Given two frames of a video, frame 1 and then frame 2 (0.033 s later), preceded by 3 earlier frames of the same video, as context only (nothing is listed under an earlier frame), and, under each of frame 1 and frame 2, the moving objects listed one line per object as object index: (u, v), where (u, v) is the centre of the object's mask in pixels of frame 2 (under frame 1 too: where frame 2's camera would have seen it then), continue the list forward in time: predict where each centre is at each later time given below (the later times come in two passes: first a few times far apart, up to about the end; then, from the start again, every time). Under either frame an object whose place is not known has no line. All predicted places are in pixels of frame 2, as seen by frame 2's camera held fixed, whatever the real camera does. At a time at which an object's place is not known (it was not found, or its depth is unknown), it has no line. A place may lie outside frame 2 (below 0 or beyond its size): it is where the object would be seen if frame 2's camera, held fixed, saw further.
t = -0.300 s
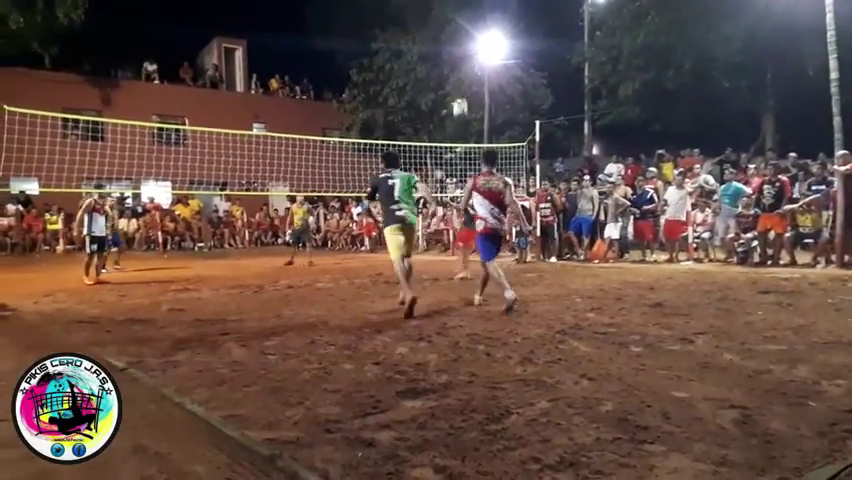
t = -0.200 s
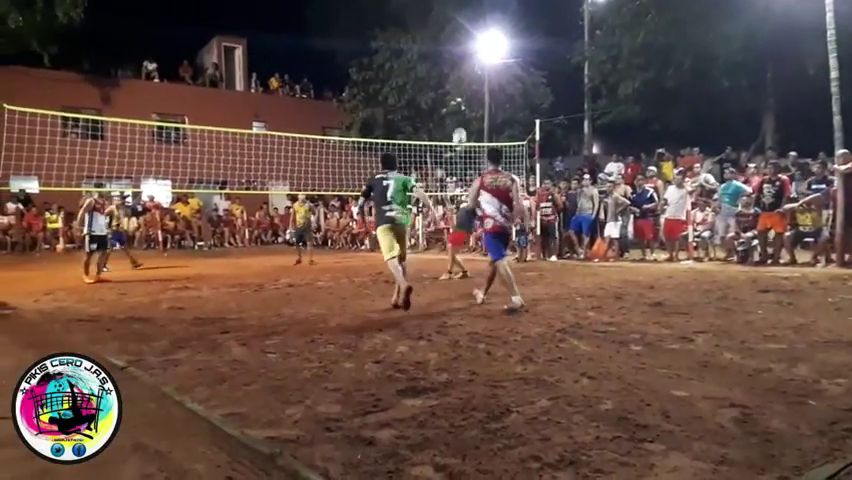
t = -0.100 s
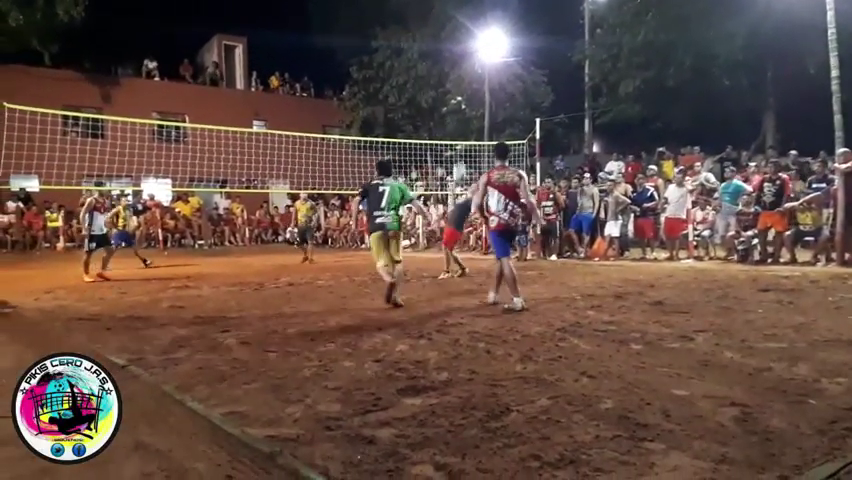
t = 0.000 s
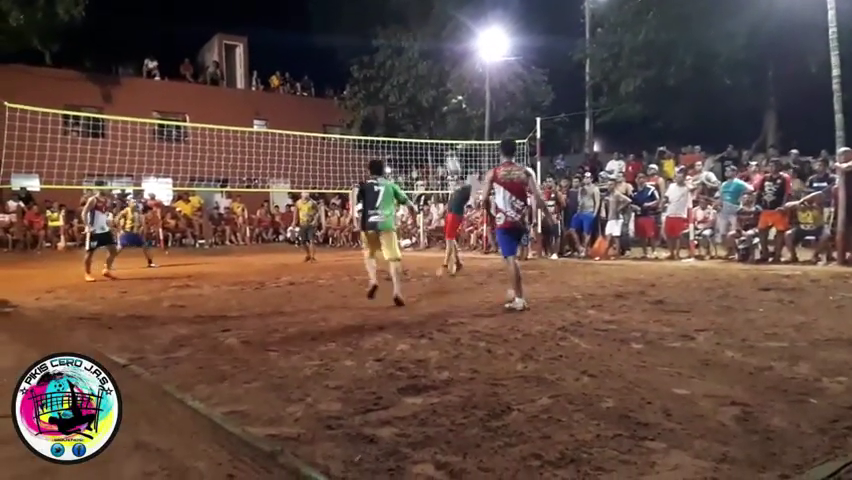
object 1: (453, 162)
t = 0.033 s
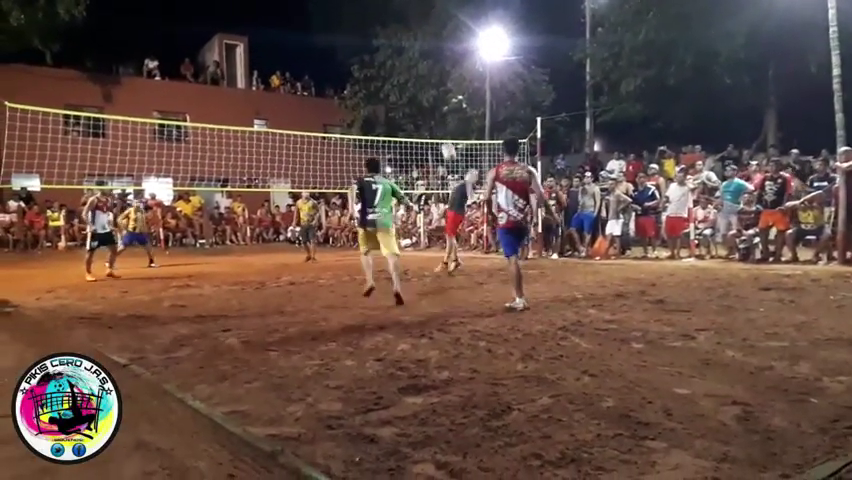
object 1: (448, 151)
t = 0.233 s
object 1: (423, 92)
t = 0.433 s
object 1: (398, 55)
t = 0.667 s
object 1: (371, 44)
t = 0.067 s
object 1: (443, 138)
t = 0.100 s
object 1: (440, 129)
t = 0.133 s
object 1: (435, 118)
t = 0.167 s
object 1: (431, 108)
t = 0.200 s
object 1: (427, 100)
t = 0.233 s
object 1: (423, 92)
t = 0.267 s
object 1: (419, 83)
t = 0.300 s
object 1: (415, 76)
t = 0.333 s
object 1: (410, 70)
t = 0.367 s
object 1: (406, 64)
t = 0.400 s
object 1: (402, 59)
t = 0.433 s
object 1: (398, 55)
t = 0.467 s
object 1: (394, 51)
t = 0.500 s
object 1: (390, 49)
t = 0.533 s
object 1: (386, 46)
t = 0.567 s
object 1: (382, 44)
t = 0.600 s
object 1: (378, 44)
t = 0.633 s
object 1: (375, 44)
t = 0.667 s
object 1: (371, 44)
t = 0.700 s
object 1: (367, 46)
